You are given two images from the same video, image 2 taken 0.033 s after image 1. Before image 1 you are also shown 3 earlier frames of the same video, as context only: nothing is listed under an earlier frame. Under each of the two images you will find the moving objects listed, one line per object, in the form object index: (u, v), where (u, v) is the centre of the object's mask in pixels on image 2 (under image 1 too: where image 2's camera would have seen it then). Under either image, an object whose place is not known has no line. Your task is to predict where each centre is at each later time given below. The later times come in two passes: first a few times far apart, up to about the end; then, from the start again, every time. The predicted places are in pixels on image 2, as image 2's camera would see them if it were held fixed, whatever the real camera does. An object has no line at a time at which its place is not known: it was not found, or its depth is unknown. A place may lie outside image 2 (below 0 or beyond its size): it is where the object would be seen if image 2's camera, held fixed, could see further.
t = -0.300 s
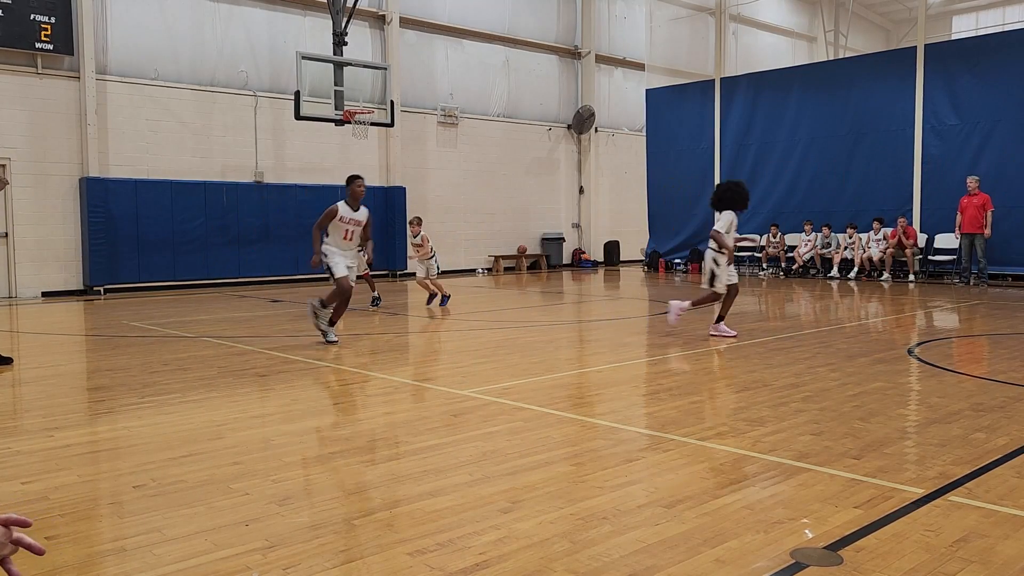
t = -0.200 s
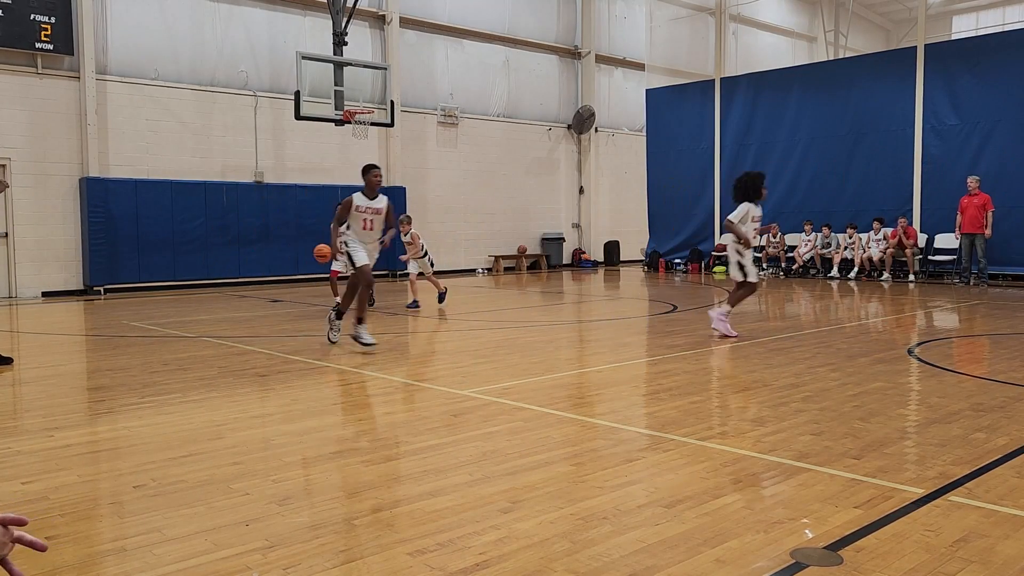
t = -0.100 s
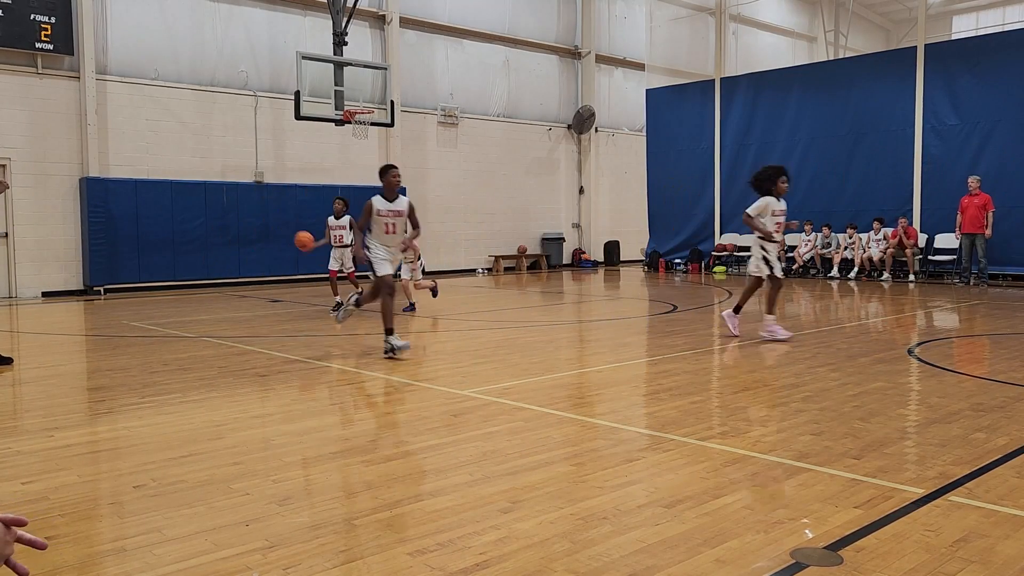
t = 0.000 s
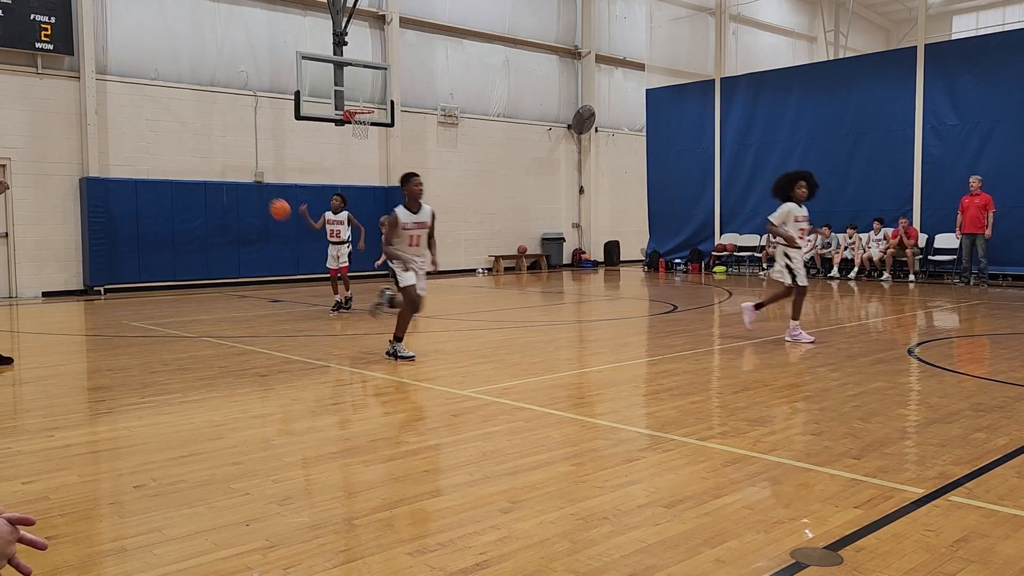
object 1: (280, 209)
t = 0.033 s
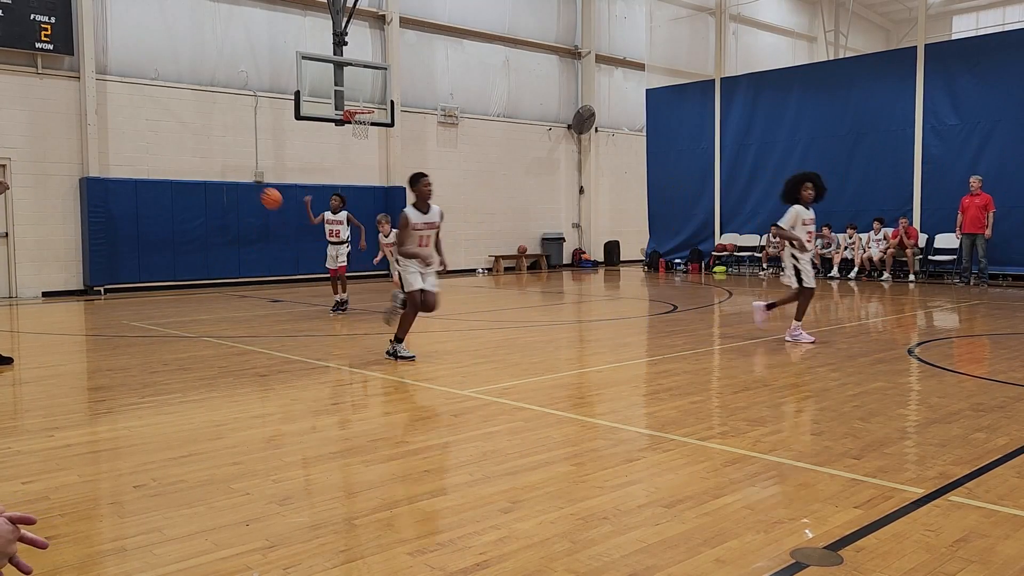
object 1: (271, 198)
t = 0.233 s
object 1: (215, 148)
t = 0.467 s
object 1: (136, 130)
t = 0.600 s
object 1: (84, 145)
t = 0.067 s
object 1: (263, 189)
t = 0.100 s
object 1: (253, 179)
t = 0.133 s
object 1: (244, 170)
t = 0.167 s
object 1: (234, 162)
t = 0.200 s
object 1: (225, 155)
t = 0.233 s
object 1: (215, 148)
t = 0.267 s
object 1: (204, 143)
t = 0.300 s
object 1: (194, 138)
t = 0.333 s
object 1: (183, 134)
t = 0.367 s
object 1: (171, 132)
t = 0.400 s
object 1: (160, 130)
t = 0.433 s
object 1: (148, 129)
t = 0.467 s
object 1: (136, 130)
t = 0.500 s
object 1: (123, 132)
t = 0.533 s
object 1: (110, 135)
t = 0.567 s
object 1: (97, 139)
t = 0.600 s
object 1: (84, 145)
